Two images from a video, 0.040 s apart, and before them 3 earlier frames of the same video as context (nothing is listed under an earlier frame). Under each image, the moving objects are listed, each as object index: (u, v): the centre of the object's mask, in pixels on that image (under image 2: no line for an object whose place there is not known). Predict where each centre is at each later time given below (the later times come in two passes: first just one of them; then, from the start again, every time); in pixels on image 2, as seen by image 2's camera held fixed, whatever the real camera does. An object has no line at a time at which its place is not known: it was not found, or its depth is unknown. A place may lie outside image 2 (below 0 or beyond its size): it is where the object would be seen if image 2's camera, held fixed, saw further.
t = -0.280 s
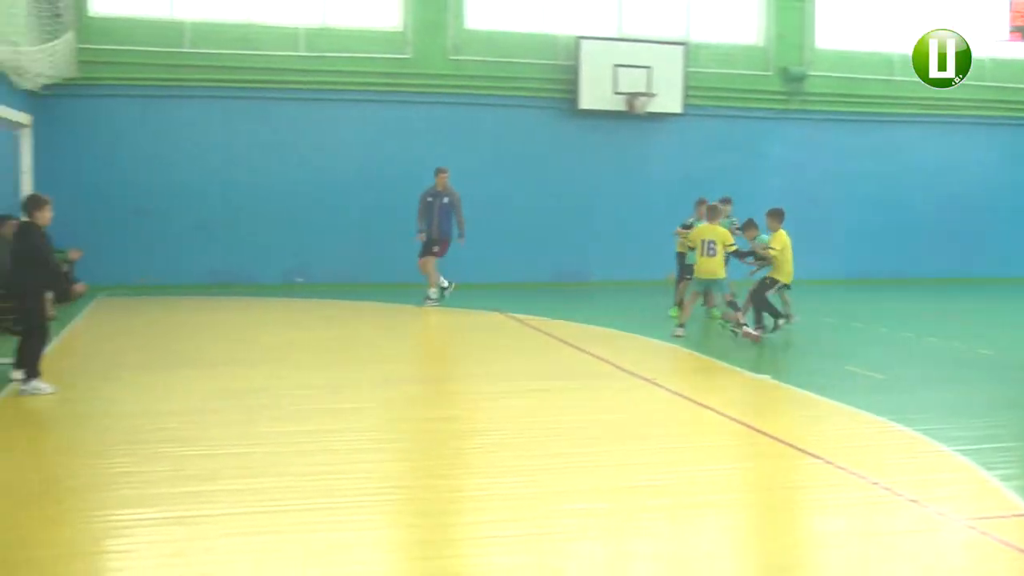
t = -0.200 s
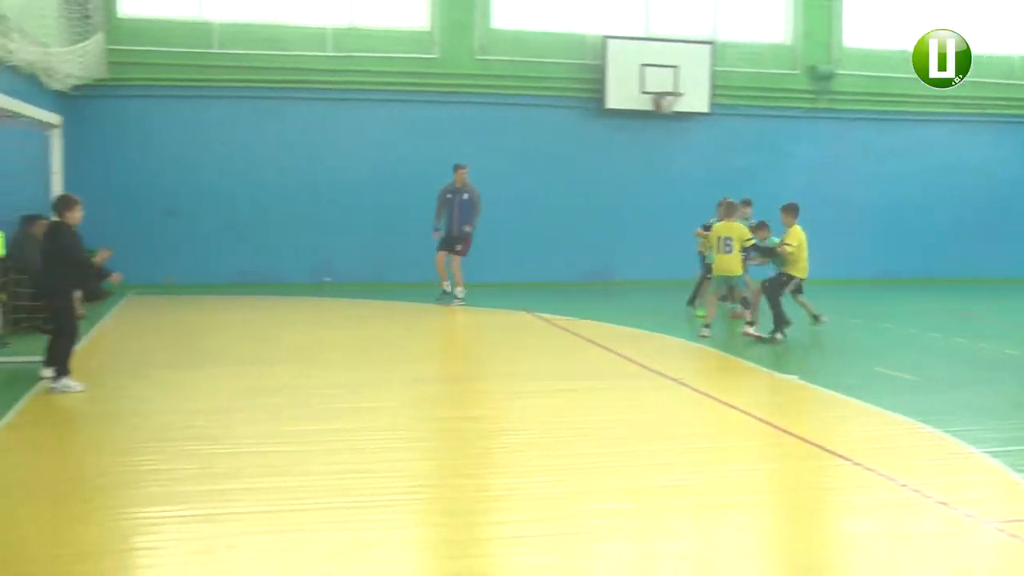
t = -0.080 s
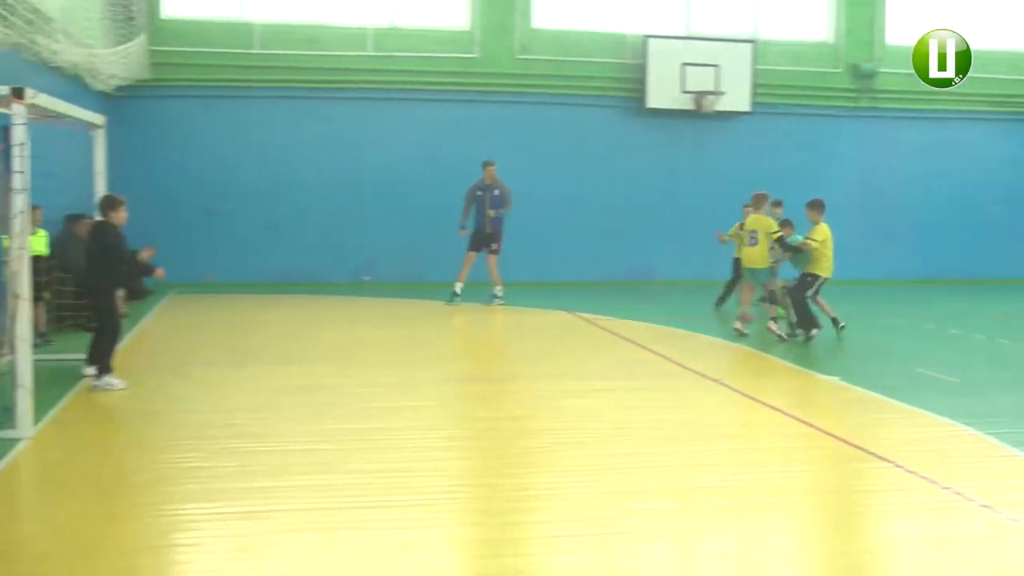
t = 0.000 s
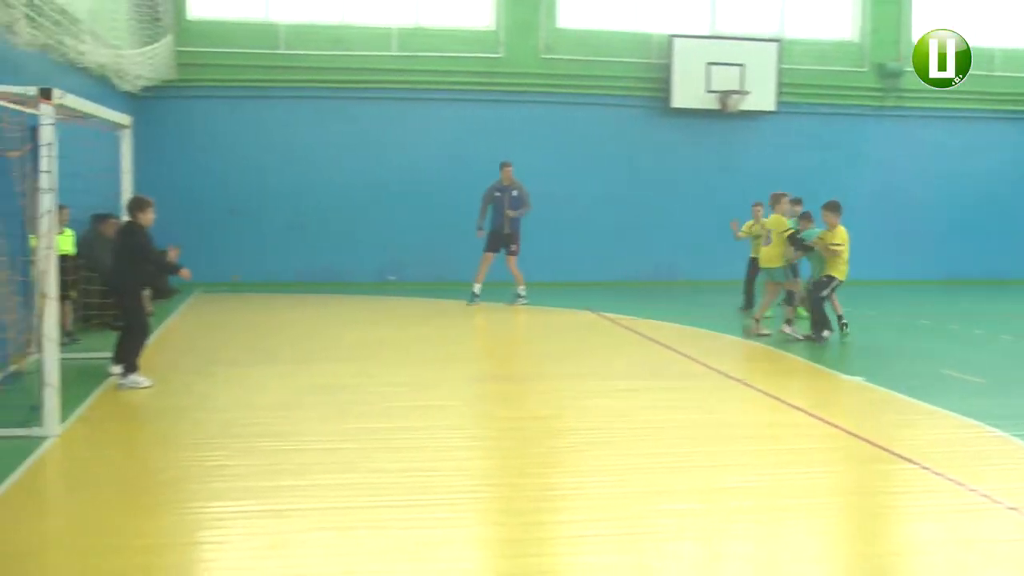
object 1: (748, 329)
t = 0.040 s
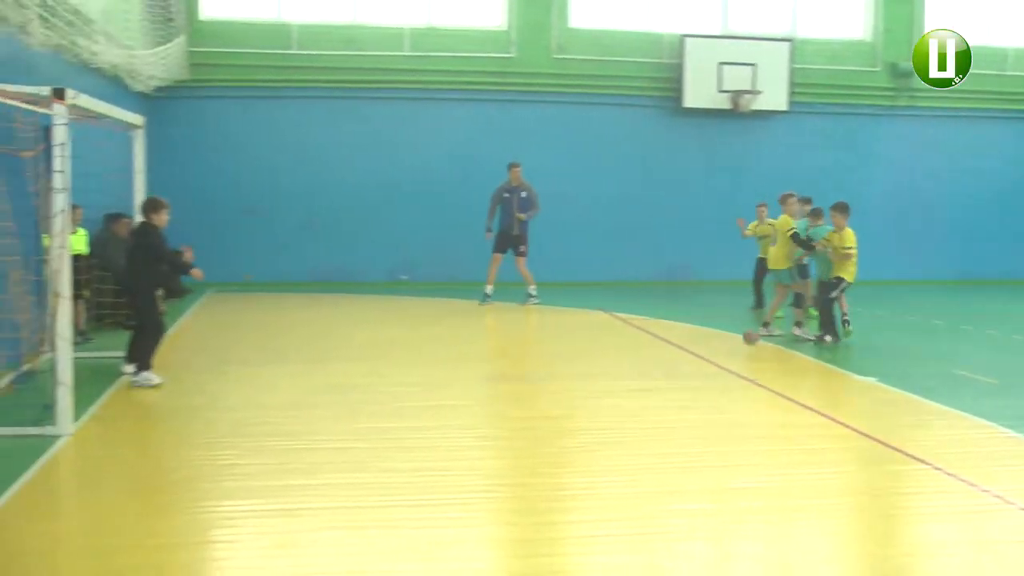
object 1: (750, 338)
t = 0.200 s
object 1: (713, 338)
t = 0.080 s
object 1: (741, 347)
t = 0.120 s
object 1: (732, 343)
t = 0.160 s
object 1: (723, 340)
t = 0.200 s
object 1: (713, 338)
